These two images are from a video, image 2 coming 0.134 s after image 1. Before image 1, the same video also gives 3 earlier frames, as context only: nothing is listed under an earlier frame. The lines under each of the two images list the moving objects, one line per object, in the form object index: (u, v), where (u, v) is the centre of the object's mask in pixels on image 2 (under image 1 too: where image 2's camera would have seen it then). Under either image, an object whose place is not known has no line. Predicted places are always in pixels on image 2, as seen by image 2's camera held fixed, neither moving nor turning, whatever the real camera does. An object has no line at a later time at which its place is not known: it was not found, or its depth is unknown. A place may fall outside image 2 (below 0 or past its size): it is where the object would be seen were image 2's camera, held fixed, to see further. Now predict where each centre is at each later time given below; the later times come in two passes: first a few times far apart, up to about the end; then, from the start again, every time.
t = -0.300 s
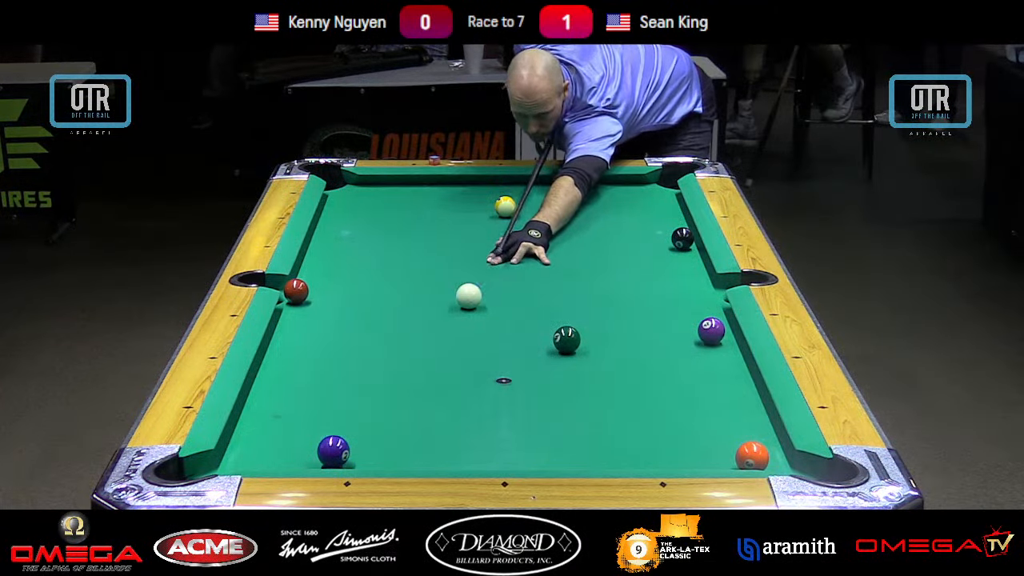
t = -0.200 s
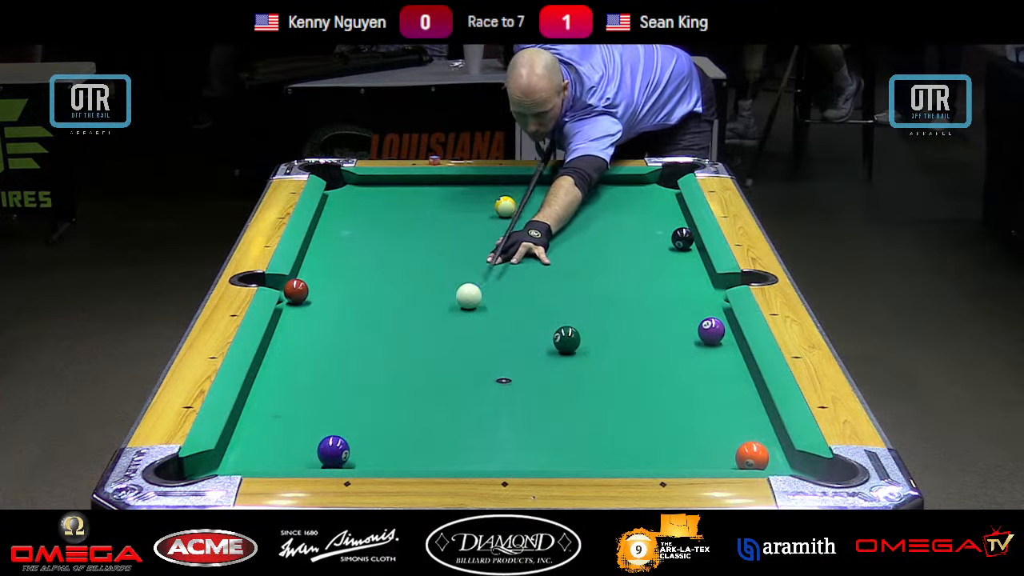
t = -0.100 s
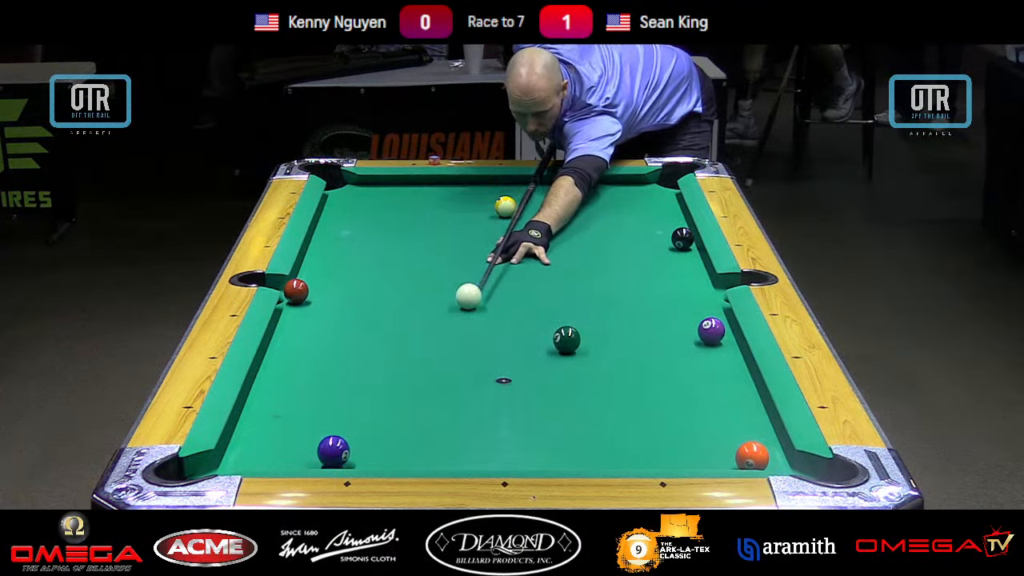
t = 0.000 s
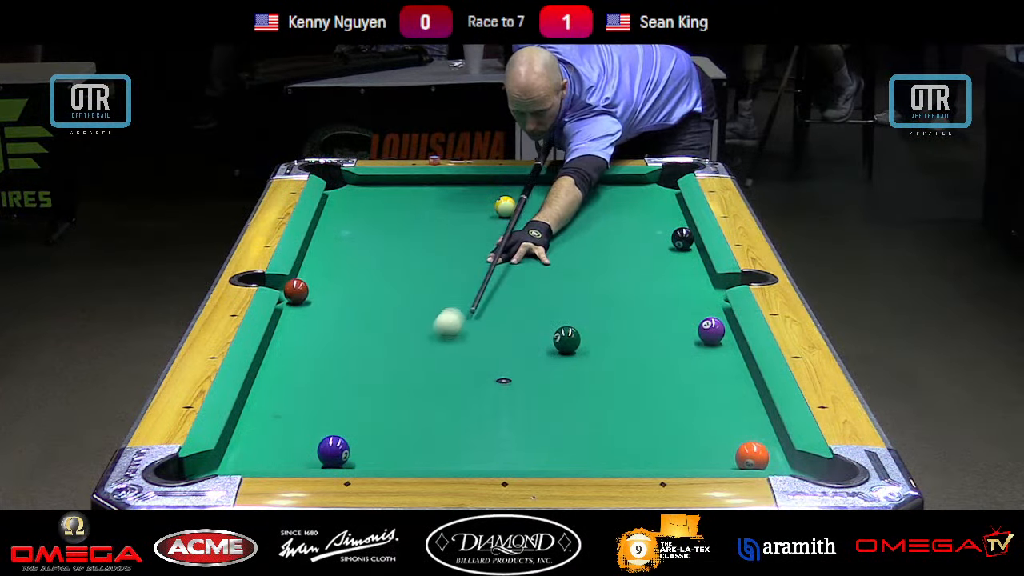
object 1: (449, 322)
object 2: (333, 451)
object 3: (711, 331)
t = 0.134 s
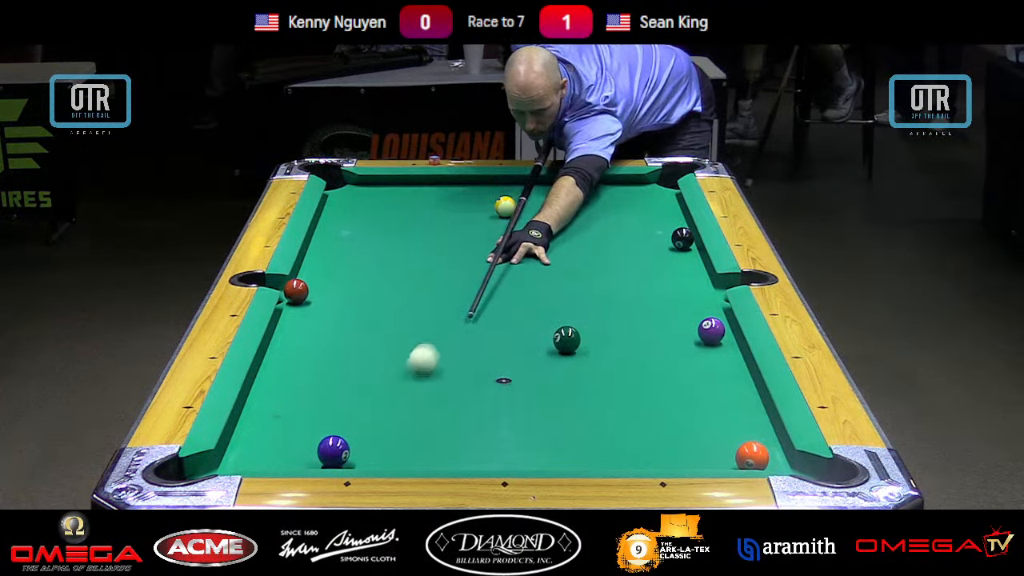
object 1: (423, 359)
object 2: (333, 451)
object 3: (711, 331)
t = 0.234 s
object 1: (405, 386)
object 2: (333, 451)
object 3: (711, 331)
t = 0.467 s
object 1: (372, 453)
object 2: (319, 451)
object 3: (711, 331)
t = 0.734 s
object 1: (460, 430)
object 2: (238, 460)
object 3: (711, 331)
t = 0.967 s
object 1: (533, 401)
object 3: (711, 331)
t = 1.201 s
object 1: (599, 374)
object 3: (711, 331)
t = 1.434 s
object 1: (657, 350)
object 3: (711, 331)
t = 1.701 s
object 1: (688, 331)
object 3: (719, 325)
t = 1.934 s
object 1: (672, 326)
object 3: (705, 319)
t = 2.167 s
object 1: (653, 321)
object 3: (696, 312)
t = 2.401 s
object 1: (637, 316)
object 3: (689, 306)
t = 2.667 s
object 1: (621, 312)
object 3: (682, 301)
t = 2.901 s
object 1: (609, 309)
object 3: (676, 297)
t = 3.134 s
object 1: (599, 306)
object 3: (672, 294)
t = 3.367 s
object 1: (591, 304)
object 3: (668, 292)
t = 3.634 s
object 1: (584, 303)
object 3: (666, 290)
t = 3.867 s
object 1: (580, 302)
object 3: (666, 290)
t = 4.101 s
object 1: (578, 302)
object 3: (666, 290)
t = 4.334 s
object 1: (578, 302)
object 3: (665, 290)
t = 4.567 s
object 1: (578, 302)
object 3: (665, 290)
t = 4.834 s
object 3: (665, 290)
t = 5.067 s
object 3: (666, 290)
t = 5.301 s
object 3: (666, 290)
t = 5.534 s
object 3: (666, 290)
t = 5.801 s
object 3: (666, 290)
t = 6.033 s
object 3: (666, 290)
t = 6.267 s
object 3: (666, 290)
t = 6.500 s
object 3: (666, 290)
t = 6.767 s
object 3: (666, 290)
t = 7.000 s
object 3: (666, 290)
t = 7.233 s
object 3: (666, 290)
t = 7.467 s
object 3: (666, 290)
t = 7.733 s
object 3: (666, 290)
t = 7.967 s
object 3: (666, 290)
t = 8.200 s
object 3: (666, 290)
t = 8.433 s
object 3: (666, 290)
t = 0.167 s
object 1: (417, 368)
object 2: (333, 451)
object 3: (711, 331)
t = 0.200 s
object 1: (411, 377)
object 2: (333, 451)
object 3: (711, 331)
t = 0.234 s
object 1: (405, 386)
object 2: (333, 451)
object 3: (711, 331)
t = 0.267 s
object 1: (399, 395)
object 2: (333, 451)
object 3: (711, 331)
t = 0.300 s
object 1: (392, 405)
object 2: (333, 451)
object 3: (711, 331)
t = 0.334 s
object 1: (385, 414)
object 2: (333, 451)
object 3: (711, 331)
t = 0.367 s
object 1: (379, 425)
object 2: (333, 451)
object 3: (711, 331)
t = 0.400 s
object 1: (372, 435)
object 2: (333, 451)
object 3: (711, 331)
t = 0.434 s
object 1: (367, 446)
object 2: (331, 450)
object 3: (711, 331)
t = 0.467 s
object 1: (372, 453)
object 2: (319, 451)
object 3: (711, 331)
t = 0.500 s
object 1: (376, 459)
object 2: (307, 453)
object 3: (711, 331)
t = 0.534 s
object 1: (388, 458)
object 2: (296, 454)
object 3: (711, 331)
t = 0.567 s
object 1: (401, 454)
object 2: (286, 455)
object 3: (711, 331)
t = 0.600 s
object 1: (414, 449)
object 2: (277, 456)
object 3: (711, 331)
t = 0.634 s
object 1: (425, 445)
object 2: (266, 457)
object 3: (711, 331)
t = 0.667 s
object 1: (437, 440)
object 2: (257, 457)
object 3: (711, 331)
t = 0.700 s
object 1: (449, 435)
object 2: (248, 458)
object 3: (711, 331)
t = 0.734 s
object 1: (460, 430)
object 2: (238, 460)
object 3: (711, 331)
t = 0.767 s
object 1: (471, 426)
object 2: (227, 461)
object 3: (711, 331)
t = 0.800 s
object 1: (481, 422)
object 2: (218, 462)
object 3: (711, 331)
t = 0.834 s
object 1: (492, 418)
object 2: (208, 464)
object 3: (711, 331)
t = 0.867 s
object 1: (503, 414)
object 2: (197, 468)
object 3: (711, 331)
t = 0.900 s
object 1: (513, 410)
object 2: (190, 474)
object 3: (711, 331)
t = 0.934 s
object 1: (523, 406)
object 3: (711, 331)
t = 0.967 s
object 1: (533, 401)
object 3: (711, 331)
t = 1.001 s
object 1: (543, 397)
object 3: (711, 331)
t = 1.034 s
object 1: (553, 393)
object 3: (711, 331)
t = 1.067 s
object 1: (562, 389)
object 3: (711, 331)
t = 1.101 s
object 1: (572, 385)
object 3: (711, 331)
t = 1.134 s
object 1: (581, 382)
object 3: (711, 331)
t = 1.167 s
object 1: (590, 378)
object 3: (711, 331)
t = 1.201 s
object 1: (599, 374)
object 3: (711, 331)
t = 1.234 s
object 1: (607, 370)
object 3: (711, 331)
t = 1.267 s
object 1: (616, 367)
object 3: (711, 331)
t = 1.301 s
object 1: (624, 364)
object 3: (711, 331)
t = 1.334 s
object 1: (633, 360)
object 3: (711, 331)
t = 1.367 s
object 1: (641, 356)
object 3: (711, 331)
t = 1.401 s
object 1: (649, 353)
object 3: (711, 331)
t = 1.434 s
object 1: (657, 350)
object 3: (711, 331)
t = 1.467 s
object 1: (664, 347)
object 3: (711, 331)
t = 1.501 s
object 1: (672, 343)
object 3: (711, 331)
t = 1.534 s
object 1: (679, 341)
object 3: (711, 331)
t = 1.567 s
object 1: (687, 337)
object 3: (712, 331)
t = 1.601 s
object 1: (689, 335)
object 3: (716, 329)
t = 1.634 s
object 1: (688, 334)
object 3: (725, 327)
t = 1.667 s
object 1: (688, 333)
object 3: (724, 326)
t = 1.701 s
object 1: (688, 331)
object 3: (719, 325)
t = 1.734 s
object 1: (689, 330)
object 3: (714, 325)
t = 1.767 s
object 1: (687, 329)
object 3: (712, 324)
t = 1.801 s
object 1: (684, 328)
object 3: (710, 323)
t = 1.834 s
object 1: (681, 328)
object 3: (708, 322)
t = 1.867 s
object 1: (677, 327)
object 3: (707, 321)
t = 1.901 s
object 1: (675, 326)
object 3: (706, 320)
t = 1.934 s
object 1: (672, 326)
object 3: (705, 319)
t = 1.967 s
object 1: (669, 325)
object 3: (703, 318)
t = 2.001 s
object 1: (666, 324)
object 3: (702, 317)
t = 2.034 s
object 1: (664, 323)
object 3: (701, 316)
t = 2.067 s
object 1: (661, 323)
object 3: (700, 315)
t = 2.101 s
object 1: (658, 322)
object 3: (699, 314)
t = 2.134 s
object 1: (656, 321)
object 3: (698, 313)
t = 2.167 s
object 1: (653, 321)
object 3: (696, 312)
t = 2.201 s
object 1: (651, 320)
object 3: (695, 311)
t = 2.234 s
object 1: (649, 319)
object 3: (694, 310)
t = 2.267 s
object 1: (646, 319)
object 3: (693, 309)
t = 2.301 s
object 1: (644, 318)
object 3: (692, 309)
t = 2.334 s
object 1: (641, 317)
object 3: (691, 308)
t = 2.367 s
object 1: (639, 317)
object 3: (690, 307)
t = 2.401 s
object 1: (637, 316)
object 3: (689, 306)
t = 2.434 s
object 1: (635, 316)
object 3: (688, 305)
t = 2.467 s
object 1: (633, 315)
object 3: (687, 305)
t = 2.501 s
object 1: (630, 314)
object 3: (686, 304)
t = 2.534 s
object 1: (628, 314)
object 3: (685, 303)
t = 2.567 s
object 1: (627, 314)
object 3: (684, 303)
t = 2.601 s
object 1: (625, 313)
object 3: (683, 302)
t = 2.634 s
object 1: (623, 313)
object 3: (683, 301)
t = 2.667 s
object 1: (621, 312)
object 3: (682, 301)
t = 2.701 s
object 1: (619, 311)
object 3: (681, 300)
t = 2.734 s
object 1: (617, 311)
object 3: (680, 300)
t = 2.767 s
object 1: (616, 311)
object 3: (679, 299)
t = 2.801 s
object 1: (614, 310)
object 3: (678, 299)
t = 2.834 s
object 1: (612, 310)
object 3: (678, 298)
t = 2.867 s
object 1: (611, 309)
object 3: (677, 298)
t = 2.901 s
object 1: (609, 309)
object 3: (676, 297)
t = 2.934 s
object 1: (608, 309)
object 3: (676, 296)
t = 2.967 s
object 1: (606, 308)
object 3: (675, 296)
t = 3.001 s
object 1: (605, 308)
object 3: (674, 296)
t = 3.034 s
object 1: (603, 308)
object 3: (674, 295)
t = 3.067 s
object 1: (602, 307)
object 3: (673, 295)
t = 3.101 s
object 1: (600, 307)
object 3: (672, 294)
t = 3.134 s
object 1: (599, 306)
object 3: (672, 294)
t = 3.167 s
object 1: (598, 306)
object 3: (671, 294)
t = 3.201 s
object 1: (597, 306)
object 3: (671, 293)
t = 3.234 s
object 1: (596, 305)
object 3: (670, 293)
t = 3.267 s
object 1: (594, 305)
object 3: (670, 293)
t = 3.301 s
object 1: (593, 305)
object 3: (669, 292)
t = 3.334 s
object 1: (592, 305)
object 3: (669, 292)
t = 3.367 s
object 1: (591, 304)
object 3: (668, 292)
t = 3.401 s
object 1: (590, 304)
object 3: (668, 291)
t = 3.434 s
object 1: (589, 304)
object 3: (667, 291)
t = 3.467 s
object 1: (588, 304)
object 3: (667, 291)
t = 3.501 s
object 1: (587, 304)
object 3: (667, 291)
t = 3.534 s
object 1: (586, 304)
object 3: (666, 291)
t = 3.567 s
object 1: (585, 303)
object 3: (666, 290)
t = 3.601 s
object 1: (584, 303)
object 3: (666, 290)
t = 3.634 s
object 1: (584, 303)
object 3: (666, 290)
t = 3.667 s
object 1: (583, 303)
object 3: (666, 290)
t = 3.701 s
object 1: (582, 303)
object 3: (666, 290)
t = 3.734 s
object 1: (582, 303)
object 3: (666, 290)
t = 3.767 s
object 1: (581, 302)
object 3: (665, 290)
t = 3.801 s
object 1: (580, 302)
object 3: (665, 290)
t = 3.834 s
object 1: (580, 302)
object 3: (665, 290)
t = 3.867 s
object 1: (580, 302)
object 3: (666, 290)
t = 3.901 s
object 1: (579, 302)
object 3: (665, 290)
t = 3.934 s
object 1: (579, 302)
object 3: (666, 290)
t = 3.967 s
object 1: (579, 302)
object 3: (665, 290)
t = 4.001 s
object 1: (578, 302)
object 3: (665, 290)
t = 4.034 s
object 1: (578, 302)
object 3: (666, 290)
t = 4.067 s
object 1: (578, 302)
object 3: (665, 290)
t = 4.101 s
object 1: (578, 302)
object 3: (666, 290)
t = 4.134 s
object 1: (578, 302)
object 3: (665, 290)
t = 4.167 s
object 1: (578, 302)
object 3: (666, 290)
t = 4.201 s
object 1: (578, 302)
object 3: (665, 290)
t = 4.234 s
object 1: (578, 302)
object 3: (665, 290)
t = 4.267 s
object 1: (578, 302)
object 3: (665, 290)
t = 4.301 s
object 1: (578, 302)
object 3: (665, 290)
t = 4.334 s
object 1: (578, 302)
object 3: (665, 290)
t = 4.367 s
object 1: (578, 302)
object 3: (665, 290)
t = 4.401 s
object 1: (578, 302)
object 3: (665, 290)
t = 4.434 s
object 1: (578, 302)
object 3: (665, 290)
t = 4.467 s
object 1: (578, 302)
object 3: (665, 290)
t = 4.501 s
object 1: (578, 302)
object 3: (665, 290)
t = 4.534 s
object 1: (578, 302)
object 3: (665, 290)
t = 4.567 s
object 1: (578, 302)
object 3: (665, 290)
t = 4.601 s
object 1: (578, 302)
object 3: (665, 290)
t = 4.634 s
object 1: (578, 302)
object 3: (665, 290)
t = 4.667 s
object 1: (578, 302)
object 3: (665, 290)
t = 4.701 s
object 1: (578, 302)
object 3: (665, 290)
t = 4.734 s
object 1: (578, 302)
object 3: (665, 290)
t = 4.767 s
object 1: (578, 302)
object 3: (665, 290)
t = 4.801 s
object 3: (665, 290)
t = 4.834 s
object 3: (665, 290)
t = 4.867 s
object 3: (665, 290)
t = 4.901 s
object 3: (665, 290)
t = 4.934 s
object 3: (665, 290)
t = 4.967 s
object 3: (665, 290)
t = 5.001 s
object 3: (666, 290)
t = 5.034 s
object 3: (666, 290)
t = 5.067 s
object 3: (666, 290)
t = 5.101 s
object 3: (666, 290)
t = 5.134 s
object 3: (666, 290)
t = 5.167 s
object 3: (666, 290)
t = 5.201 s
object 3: (666, 290)
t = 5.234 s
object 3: (666, 290)
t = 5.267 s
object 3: (666, 290)
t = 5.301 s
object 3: (666, 290)
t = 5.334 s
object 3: (666, 290)
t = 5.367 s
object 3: (666, 290)
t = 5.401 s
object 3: (666, 290)
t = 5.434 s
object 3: (666, 290)
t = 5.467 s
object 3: (666, 290)
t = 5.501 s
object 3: (666, 290)
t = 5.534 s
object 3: (666, 290)
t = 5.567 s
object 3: (666, 290)
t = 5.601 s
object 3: (666, 290)
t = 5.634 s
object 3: (666, 290)
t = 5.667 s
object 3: (666, 290)
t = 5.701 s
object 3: (666, 290)
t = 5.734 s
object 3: (666, 290)
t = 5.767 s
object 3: (666, 290)
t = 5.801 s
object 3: (666, 290)
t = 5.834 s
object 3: (666, 290)
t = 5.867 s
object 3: (666, 290)
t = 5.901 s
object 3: (666, 290)
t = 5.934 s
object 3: (666, 290)
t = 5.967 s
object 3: (666, 290)
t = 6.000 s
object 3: (666, 290)
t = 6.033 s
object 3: (666, 290)
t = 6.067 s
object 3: (666, 290)
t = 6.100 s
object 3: (666, 290)
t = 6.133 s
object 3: (666, 290)
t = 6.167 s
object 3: (666, 290)
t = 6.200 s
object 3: (666, 290)
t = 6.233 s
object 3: (666, 290)
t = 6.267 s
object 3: (666, 290)
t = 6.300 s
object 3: (666, 290)
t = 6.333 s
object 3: (666, 290)
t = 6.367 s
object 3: (666, 290)
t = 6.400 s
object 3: (666, 290)
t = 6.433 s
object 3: (666, 290)
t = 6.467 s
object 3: (666, 290)
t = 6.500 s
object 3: (666, 290)
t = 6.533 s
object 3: (666, 290)
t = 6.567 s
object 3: (666, 290)
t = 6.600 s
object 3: (666, 290)
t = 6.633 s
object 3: (666, 290)
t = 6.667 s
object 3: (666, 290)
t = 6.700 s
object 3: (666, 290)
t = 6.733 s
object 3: (666, 290)
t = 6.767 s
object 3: (666, 290)
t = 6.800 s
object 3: (666, 290)
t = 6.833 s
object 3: (666, 290)
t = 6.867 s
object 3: (666, 290)
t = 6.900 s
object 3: (666, 290)
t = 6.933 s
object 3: (666, 290)
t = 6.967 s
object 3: (666, 290)
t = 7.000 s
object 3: (666, 290)
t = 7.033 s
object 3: (666, 290)
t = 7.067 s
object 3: (666, 290)
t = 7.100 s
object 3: (666, 290)
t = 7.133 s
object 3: (666, 290)
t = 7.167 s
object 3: (666, 290)
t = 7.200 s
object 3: (666, 290)
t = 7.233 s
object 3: (666, 290)
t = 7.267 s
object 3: (666, 290)
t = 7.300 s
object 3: (666, 290)
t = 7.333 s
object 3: (666, 290)
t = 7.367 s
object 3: (666, 290)
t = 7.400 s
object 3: (666, 290)
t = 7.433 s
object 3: (666, 290)
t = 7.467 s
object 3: (666, 290)
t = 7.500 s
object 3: (666, 290)
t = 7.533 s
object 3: (666, 290)
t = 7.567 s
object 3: (666, 290)
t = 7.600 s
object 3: (666, 290)
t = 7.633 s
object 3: (666, 290)
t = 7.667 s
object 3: (666, 290)
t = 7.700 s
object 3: (666, 290)
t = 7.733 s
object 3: (666, 290)
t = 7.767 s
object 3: (666, 290)
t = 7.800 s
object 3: (666, 290)
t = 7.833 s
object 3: (666, 290)
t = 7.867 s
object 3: (666, 290)
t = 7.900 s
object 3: (666, 290)
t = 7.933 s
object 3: (666, 290)
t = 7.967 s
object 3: (666, 290)
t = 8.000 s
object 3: (666, 290)
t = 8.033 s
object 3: (666, 290)
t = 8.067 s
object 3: (666, 290)
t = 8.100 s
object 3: (666, 290)
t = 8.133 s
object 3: (666, 290)
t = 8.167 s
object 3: (666, 290)
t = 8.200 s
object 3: (666, 290)
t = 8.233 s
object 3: (666, 290)
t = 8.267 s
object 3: (666, 290)
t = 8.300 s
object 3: (666, 290)
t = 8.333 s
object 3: (666, 290)
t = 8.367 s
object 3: (666, 290)
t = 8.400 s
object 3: (666, 290)
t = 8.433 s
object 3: (666, 290)
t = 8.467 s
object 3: (666, 290)
